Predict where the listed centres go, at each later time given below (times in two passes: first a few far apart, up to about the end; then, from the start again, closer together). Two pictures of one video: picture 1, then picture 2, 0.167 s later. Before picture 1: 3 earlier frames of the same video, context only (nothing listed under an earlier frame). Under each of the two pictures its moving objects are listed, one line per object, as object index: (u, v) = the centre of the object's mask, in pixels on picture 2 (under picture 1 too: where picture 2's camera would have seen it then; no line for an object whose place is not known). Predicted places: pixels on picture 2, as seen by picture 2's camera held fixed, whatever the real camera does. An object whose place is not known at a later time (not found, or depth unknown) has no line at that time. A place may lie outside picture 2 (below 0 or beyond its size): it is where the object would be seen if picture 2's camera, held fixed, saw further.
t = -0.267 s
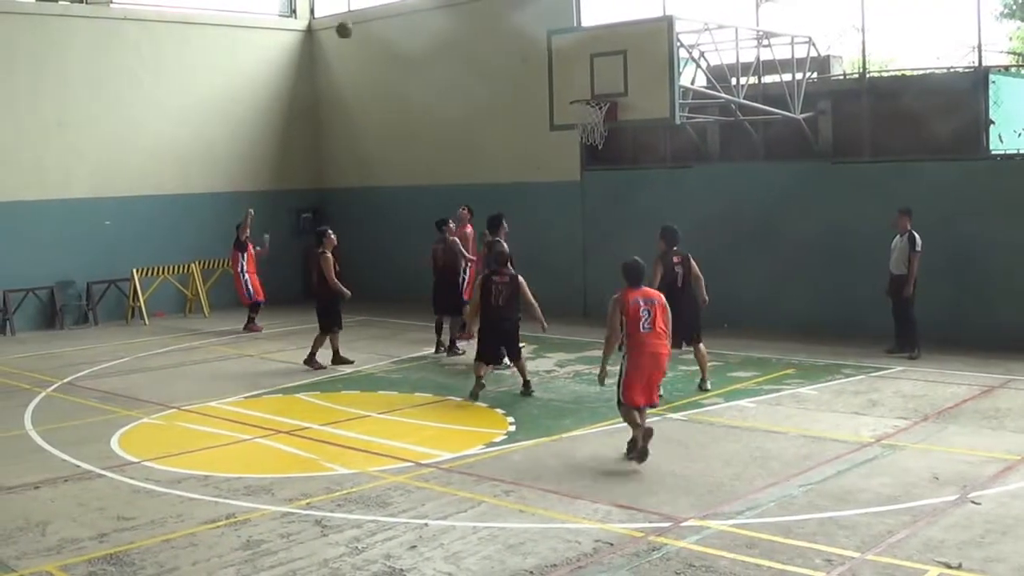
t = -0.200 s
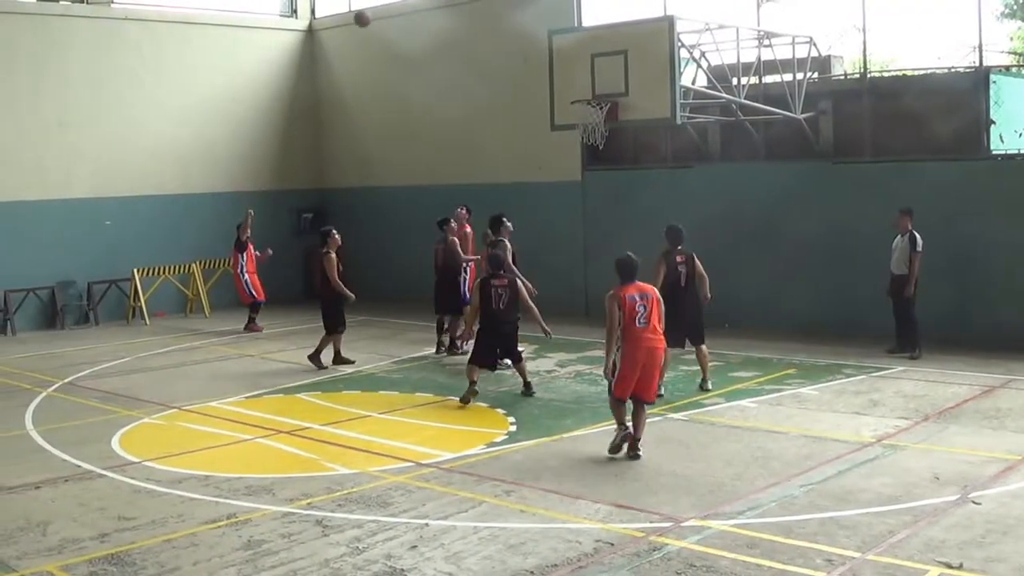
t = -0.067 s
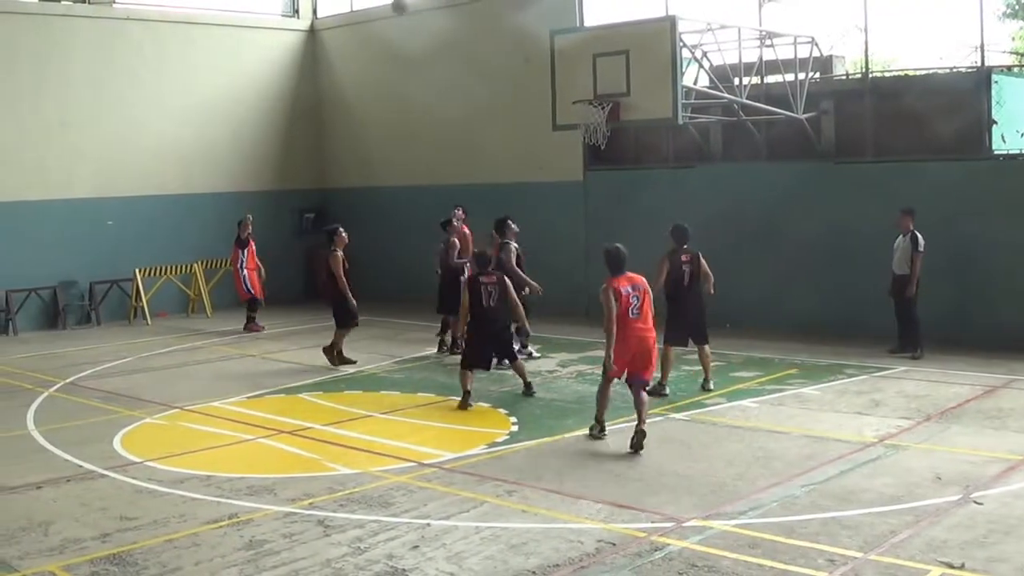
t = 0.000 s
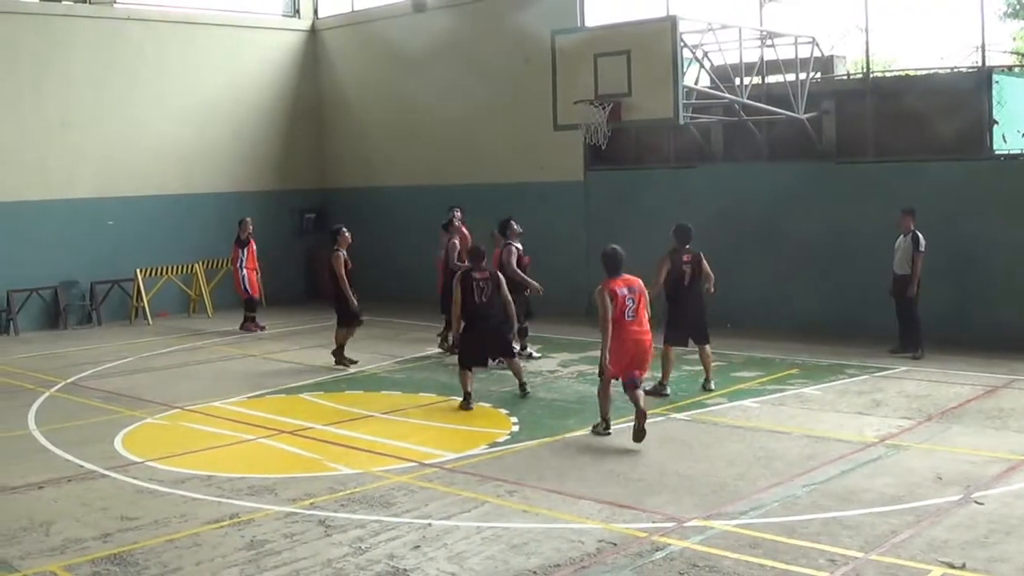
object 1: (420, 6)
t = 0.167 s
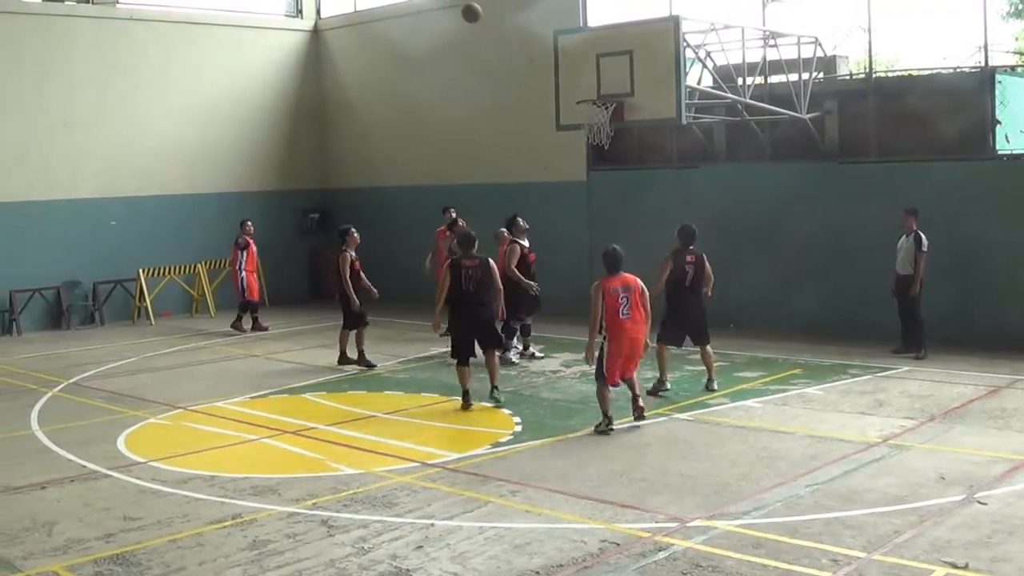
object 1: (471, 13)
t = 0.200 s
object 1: (482, 18)
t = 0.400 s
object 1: (548, 68)
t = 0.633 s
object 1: (550, 58)
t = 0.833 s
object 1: (522, 42)
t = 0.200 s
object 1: (482, 18)
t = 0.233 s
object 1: (493, 23)
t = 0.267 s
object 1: (504, 30)
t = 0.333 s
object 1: (526, 47)
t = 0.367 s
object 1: (537, 57)
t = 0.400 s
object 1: (548, 68)
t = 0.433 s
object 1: (560, 80)
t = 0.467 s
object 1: (573, 93)
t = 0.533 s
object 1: (565, 80)
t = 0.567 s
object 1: (560, 71)
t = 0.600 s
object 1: (555, 64)
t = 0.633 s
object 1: (550, 58)
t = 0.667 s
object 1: (545, 53)
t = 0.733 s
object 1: (536, 46)
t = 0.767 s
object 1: (532, 43)
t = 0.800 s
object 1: (527, 42)
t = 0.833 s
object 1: (522, 42)
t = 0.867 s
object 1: (517, 42)
